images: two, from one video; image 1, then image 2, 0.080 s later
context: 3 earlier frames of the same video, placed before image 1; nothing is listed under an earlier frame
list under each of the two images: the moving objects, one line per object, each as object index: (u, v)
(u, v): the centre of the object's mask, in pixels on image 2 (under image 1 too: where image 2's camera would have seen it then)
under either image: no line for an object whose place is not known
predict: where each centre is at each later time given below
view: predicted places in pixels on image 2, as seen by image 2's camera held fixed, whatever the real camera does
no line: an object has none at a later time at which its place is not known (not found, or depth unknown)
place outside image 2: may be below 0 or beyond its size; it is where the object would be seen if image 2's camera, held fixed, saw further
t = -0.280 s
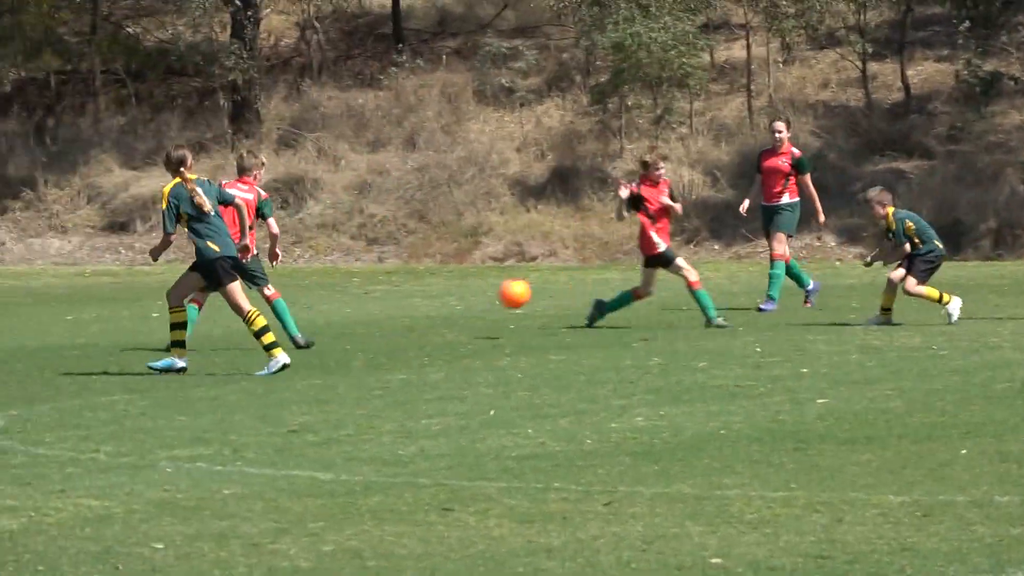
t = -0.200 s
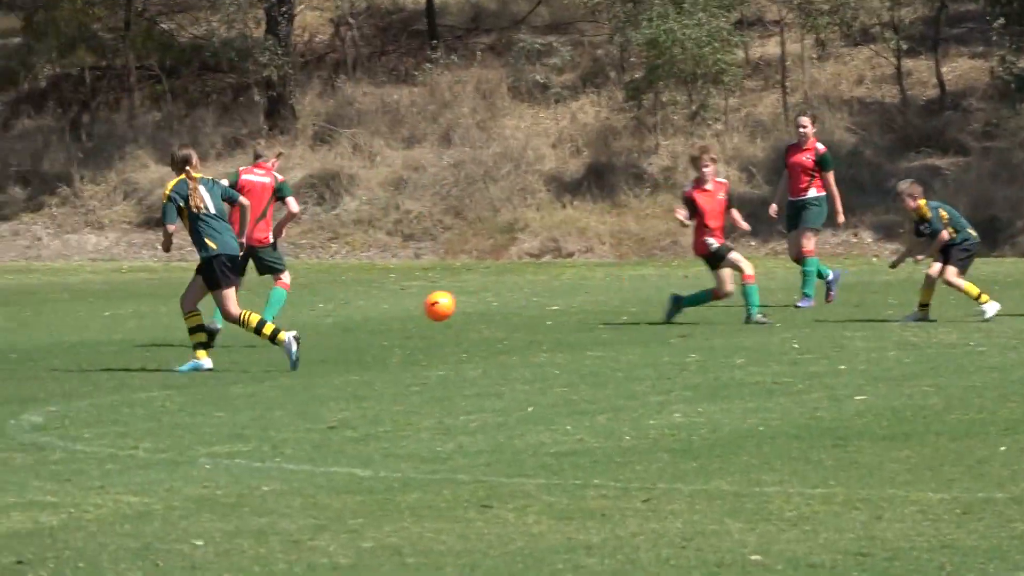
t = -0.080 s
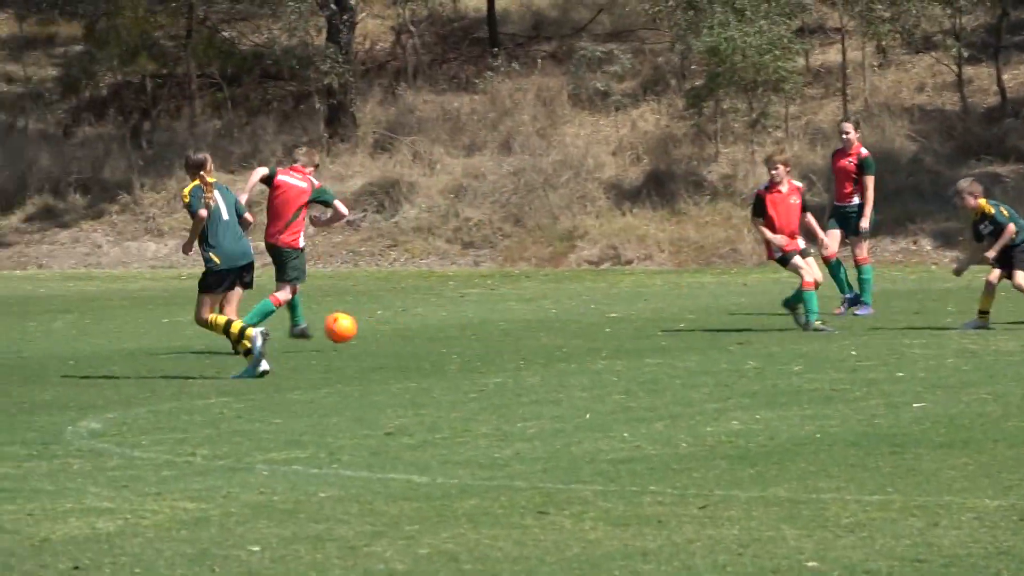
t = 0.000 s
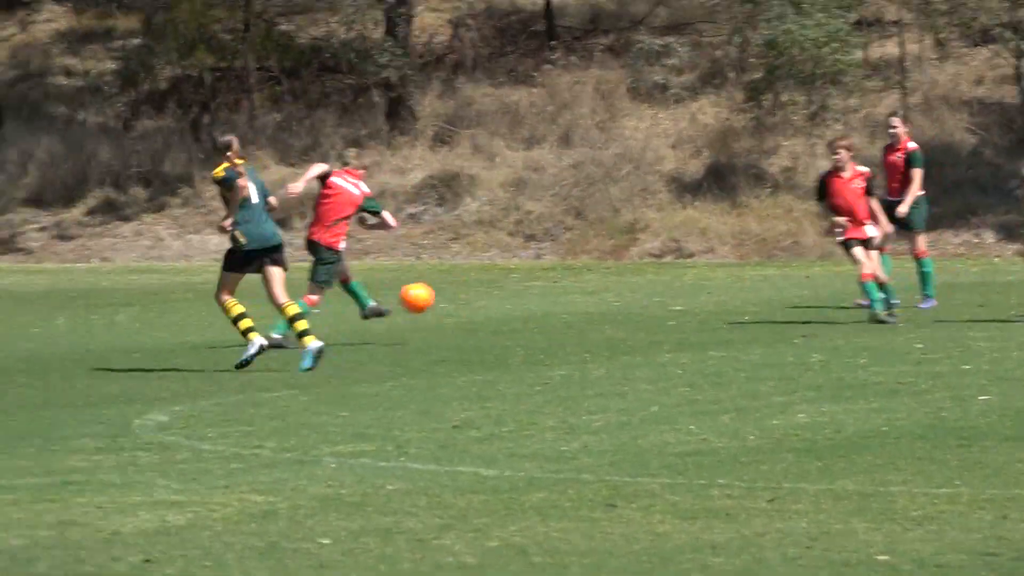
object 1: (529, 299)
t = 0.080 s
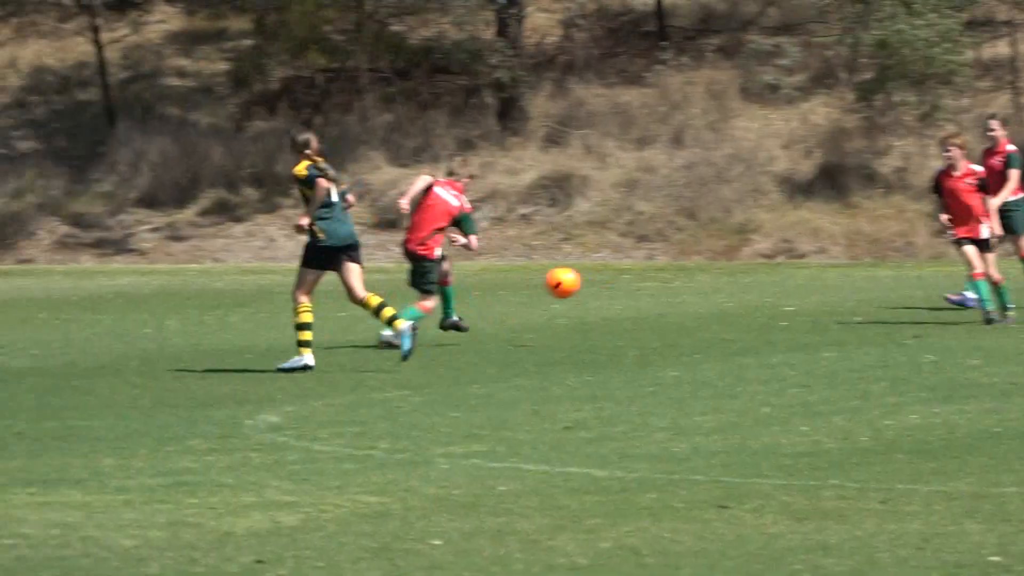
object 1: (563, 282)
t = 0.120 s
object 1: (581, 277)
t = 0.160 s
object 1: (598, 276)
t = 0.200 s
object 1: (617, 275)
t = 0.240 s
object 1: (636, 279)
